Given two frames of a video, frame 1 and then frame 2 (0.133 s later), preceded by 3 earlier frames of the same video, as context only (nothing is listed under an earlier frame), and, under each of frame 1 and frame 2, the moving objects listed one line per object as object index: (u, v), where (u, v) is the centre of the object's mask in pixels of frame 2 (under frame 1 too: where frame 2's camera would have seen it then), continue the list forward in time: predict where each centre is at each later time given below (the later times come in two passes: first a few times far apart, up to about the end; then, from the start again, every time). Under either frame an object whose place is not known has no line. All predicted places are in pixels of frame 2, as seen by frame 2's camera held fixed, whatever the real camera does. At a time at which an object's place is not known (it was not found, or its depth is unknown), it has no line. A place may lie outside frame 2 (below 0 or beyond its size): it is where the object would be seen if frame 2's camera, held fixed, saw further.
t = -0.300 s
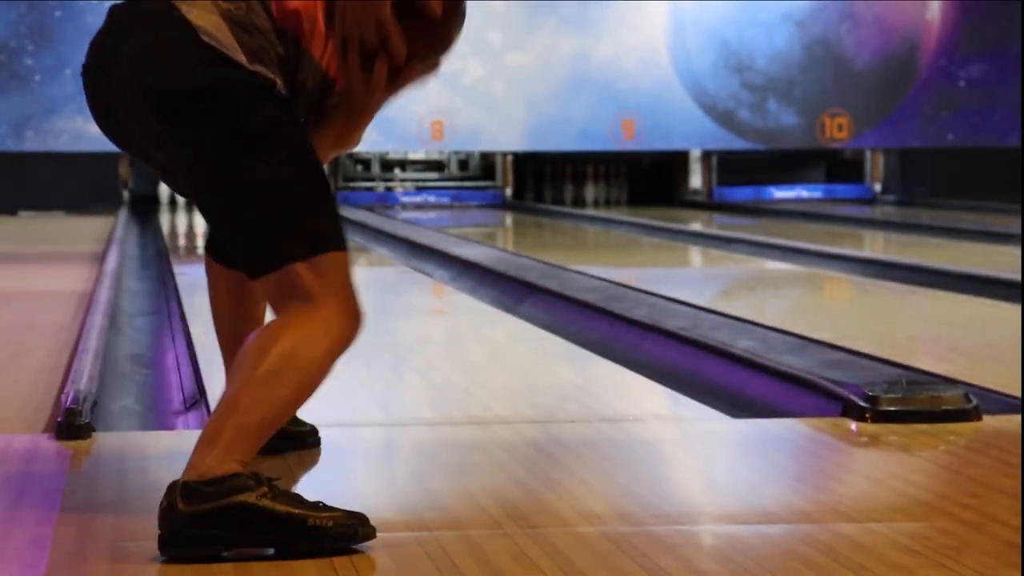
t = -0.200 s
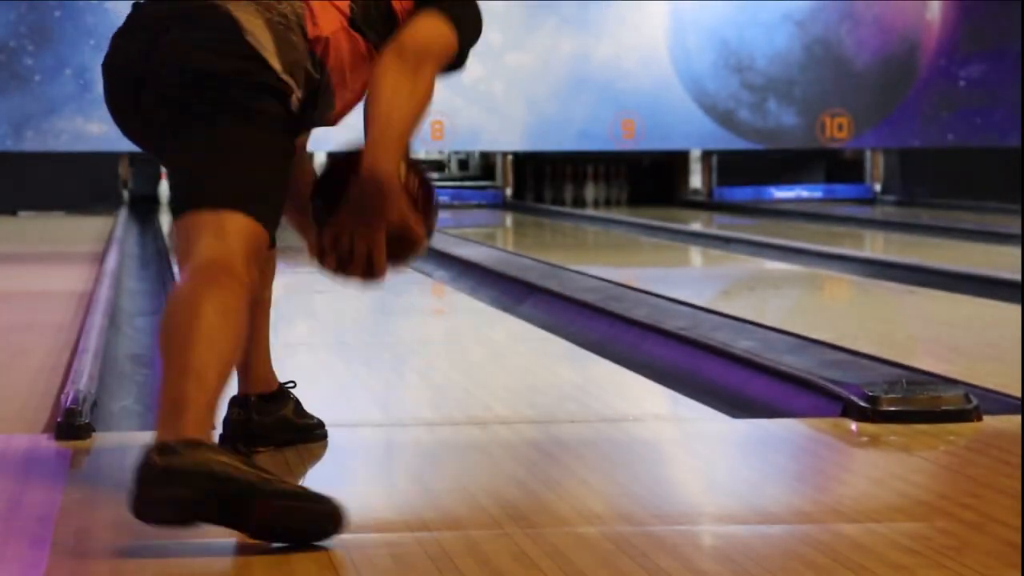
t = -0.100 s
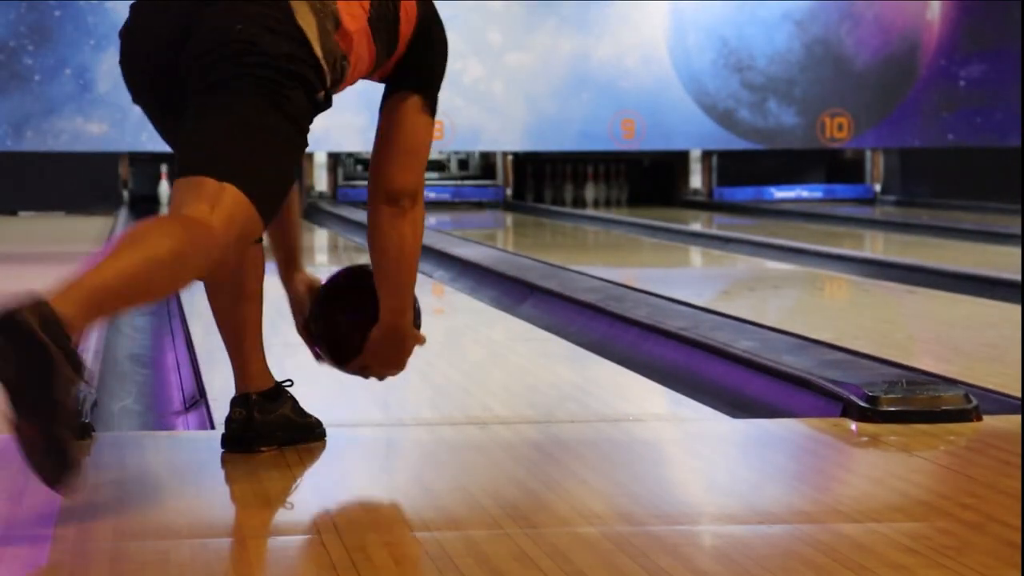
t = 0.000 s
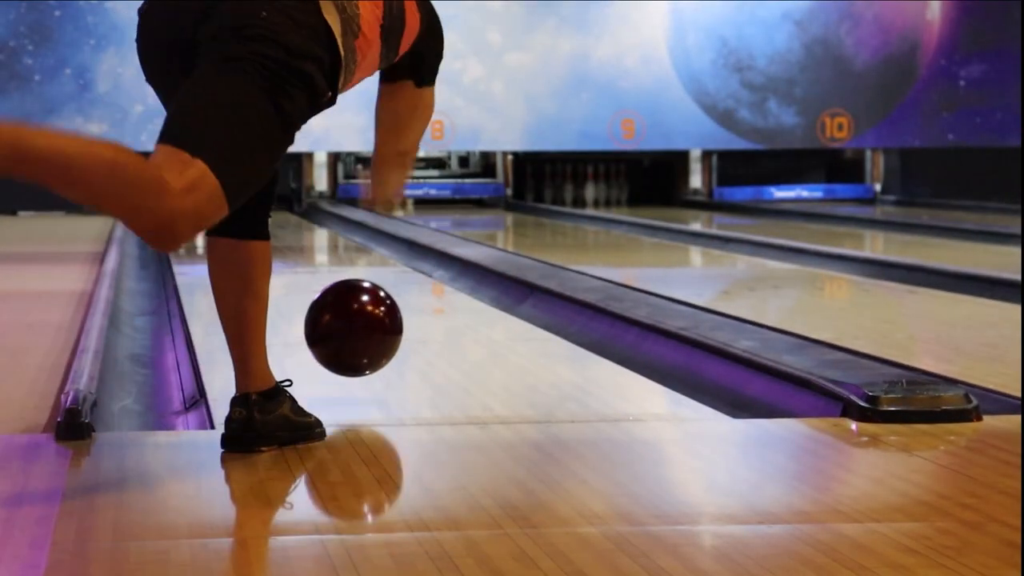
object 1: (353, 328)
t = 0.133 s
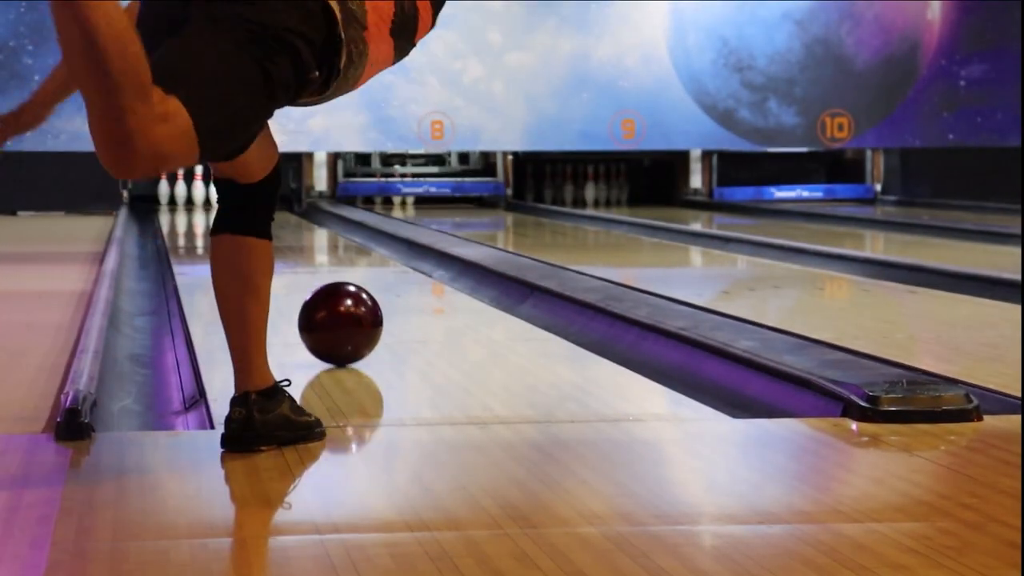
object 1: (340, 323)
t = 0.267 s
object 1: (330, 301)
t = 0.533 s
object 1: (314, 271)
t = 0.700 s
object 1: (307, 257)
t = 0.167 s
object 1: (338, 317)
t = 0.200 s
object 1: (335, 311)
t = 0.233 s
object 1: (332, 306)
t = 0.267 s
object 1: (330, 301)
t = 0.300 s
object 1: (328, 297)
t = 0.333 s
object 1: (326, 293)
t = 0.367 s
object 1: (323, 289)
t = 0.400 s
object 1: (321, 285)
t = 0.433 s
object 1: (319, 281)
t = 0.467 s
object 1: (318, 278)
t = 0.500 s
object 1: (316, 274)
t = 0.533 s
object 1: (314, 271)
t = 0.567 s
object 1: (313, 268)
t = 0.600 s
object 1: (311, 265)
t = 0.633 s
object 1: (310, 262)
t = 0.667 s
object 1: (308, 260)
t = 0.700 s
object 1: (307, 257)
